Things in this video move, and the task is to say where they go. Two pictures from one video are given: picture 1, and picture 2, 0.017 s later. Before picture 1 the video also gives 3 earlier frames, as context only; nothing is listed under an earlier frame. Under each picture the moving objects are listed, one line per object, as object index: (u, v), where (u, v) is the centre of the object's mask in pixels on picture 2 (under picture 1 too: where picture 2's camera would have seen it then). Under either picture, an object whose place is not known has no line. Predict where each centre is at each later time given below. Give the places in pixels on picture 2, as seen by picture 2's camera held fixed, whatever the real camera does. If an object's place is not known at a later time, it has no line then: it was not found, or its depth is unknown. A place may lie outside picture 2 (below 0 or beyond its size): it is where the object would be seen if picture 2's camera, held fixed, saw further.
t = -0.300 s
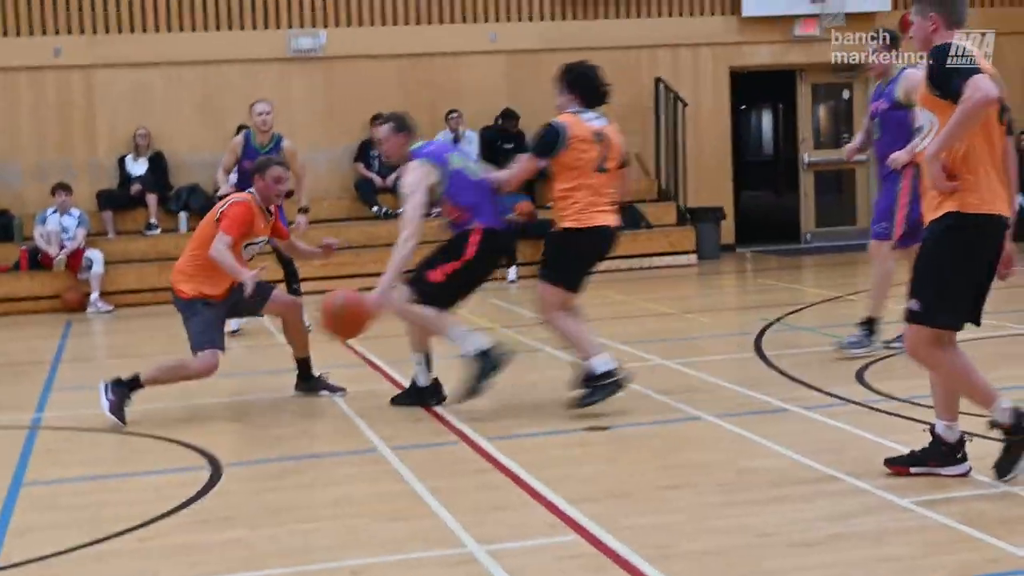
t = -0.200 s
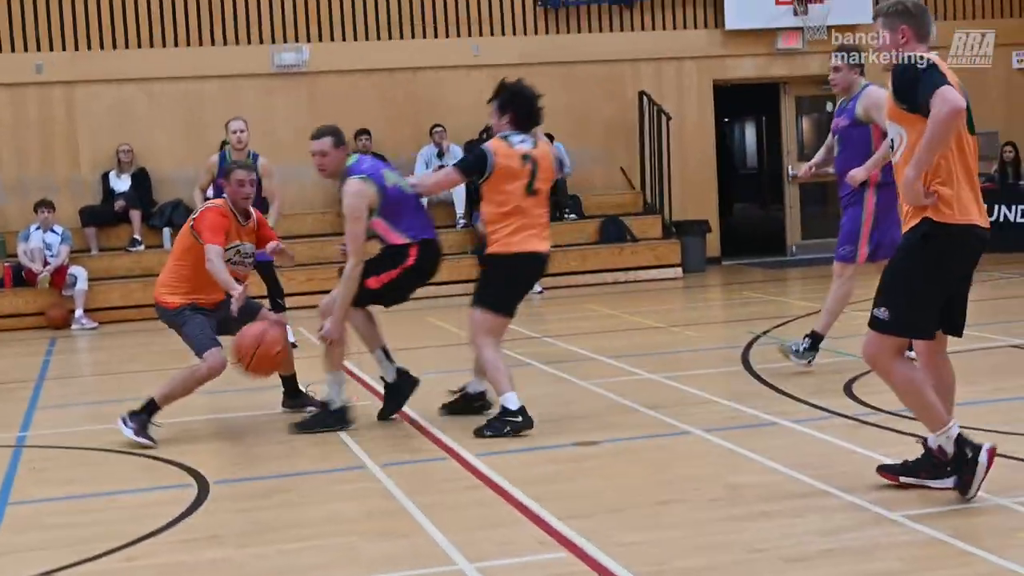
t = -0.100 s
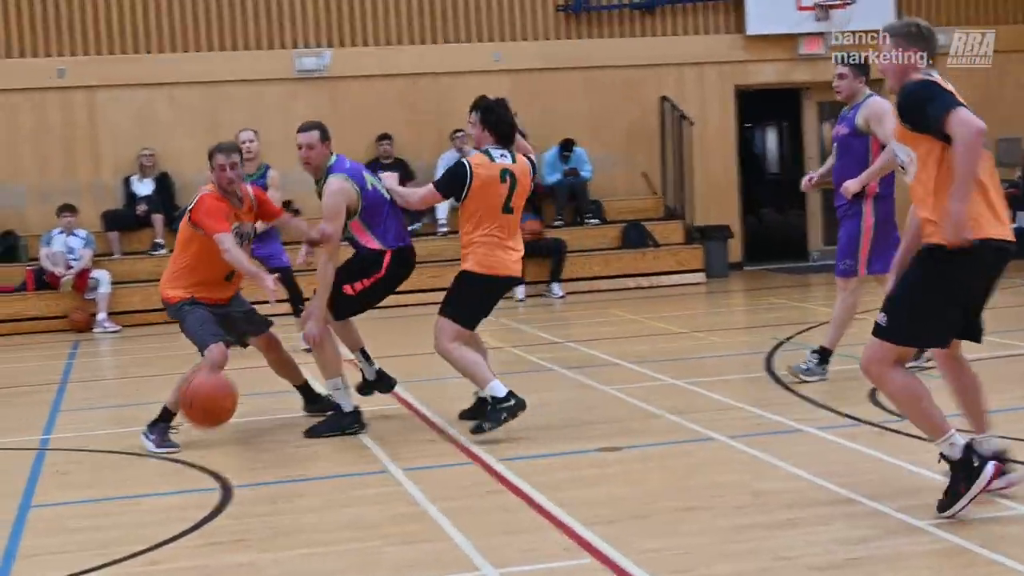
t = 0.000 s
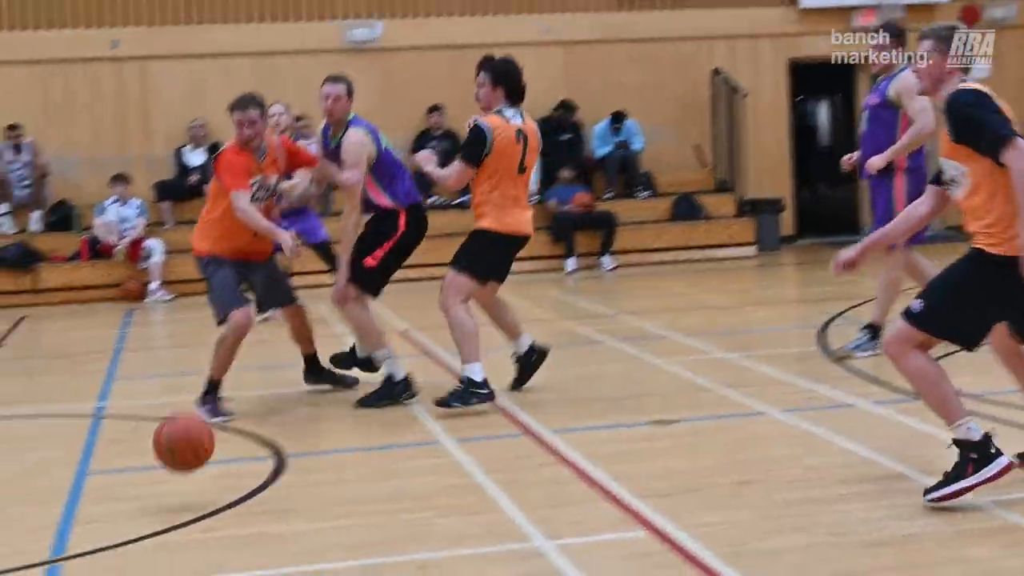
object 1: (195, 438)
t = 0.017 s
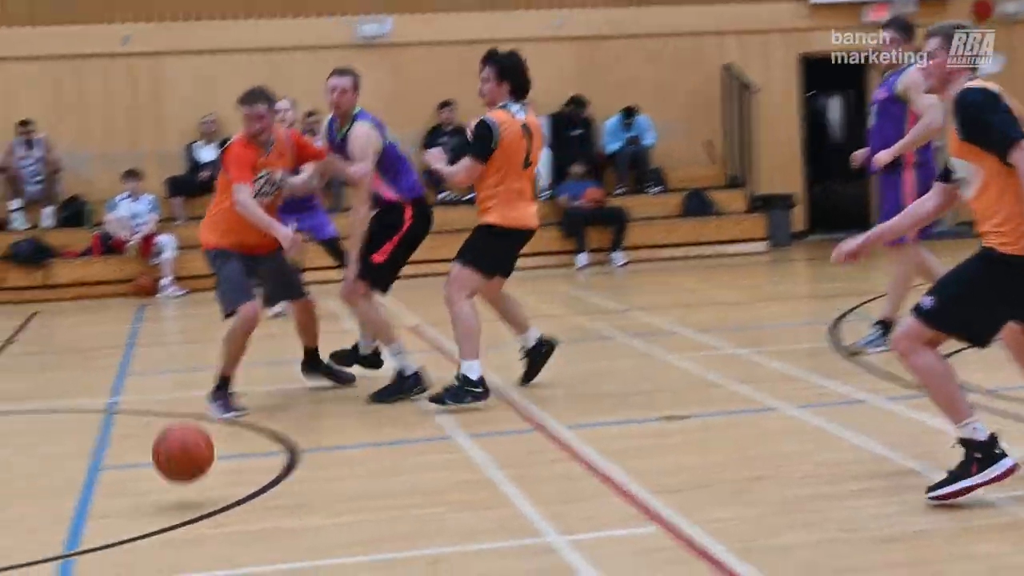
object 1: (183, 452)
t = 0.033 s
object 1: (169, 469)
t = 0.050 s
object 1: (157, 484)
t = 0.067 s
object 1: (145, 479)
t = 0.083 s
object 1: (133, 471)
